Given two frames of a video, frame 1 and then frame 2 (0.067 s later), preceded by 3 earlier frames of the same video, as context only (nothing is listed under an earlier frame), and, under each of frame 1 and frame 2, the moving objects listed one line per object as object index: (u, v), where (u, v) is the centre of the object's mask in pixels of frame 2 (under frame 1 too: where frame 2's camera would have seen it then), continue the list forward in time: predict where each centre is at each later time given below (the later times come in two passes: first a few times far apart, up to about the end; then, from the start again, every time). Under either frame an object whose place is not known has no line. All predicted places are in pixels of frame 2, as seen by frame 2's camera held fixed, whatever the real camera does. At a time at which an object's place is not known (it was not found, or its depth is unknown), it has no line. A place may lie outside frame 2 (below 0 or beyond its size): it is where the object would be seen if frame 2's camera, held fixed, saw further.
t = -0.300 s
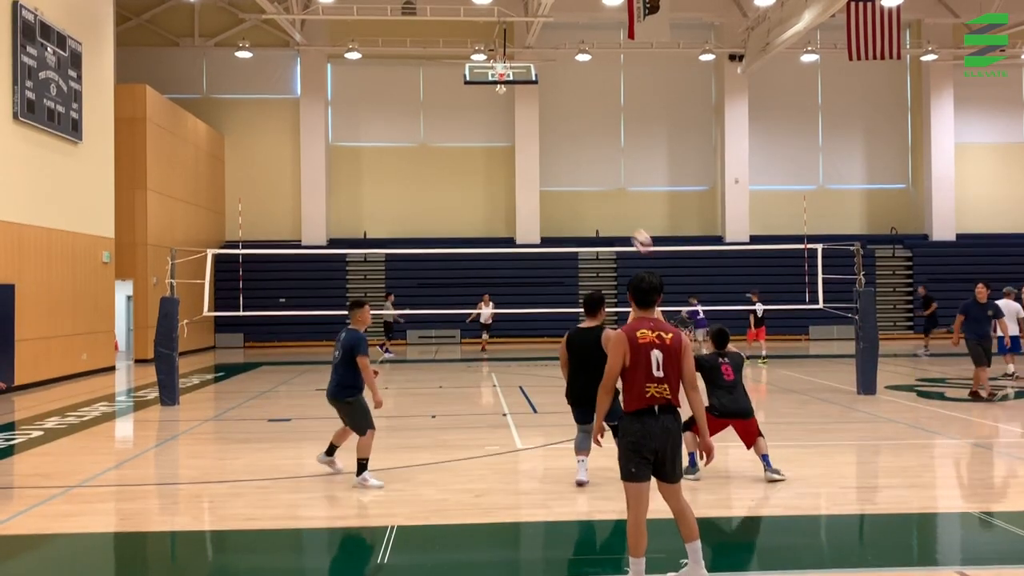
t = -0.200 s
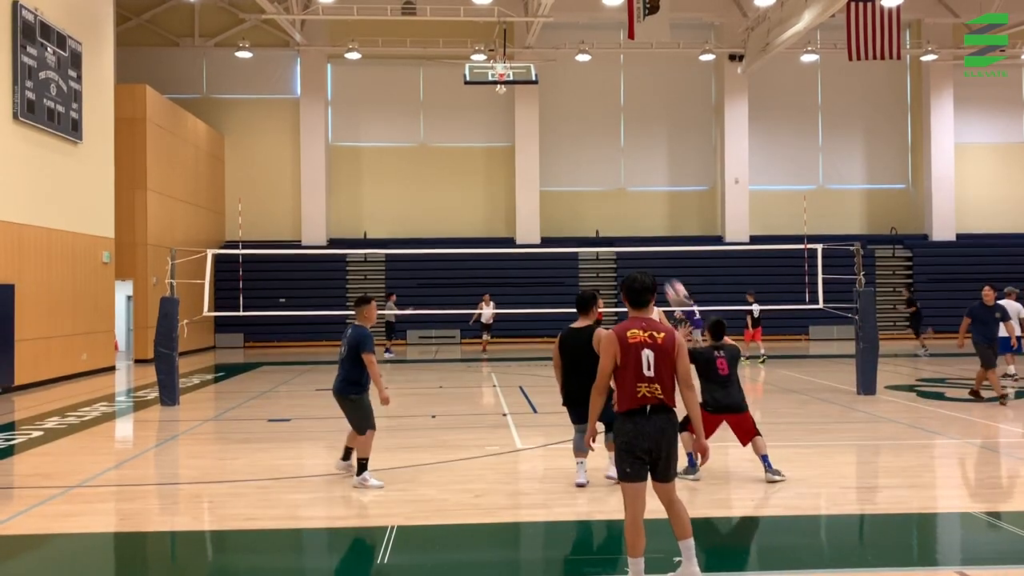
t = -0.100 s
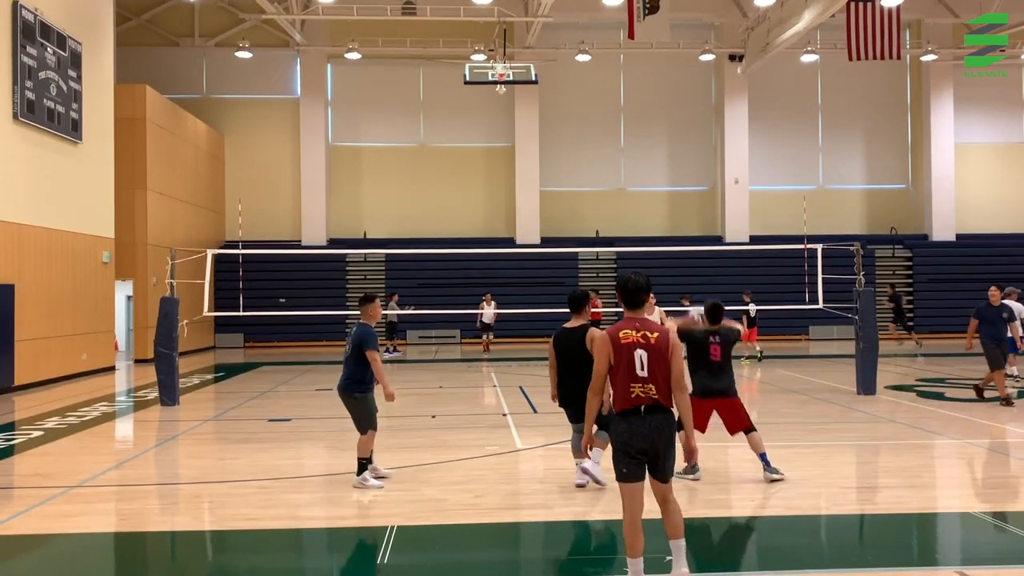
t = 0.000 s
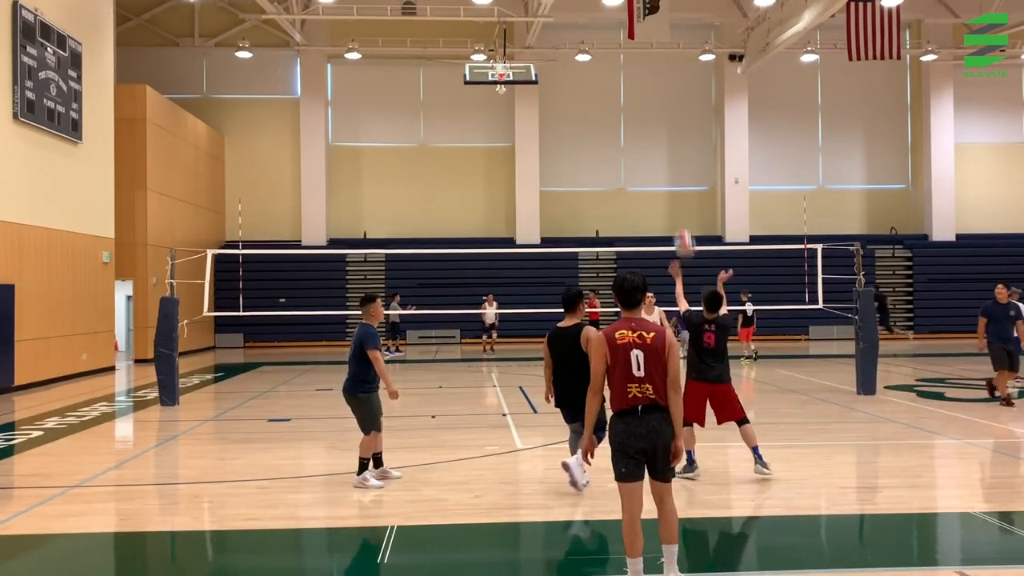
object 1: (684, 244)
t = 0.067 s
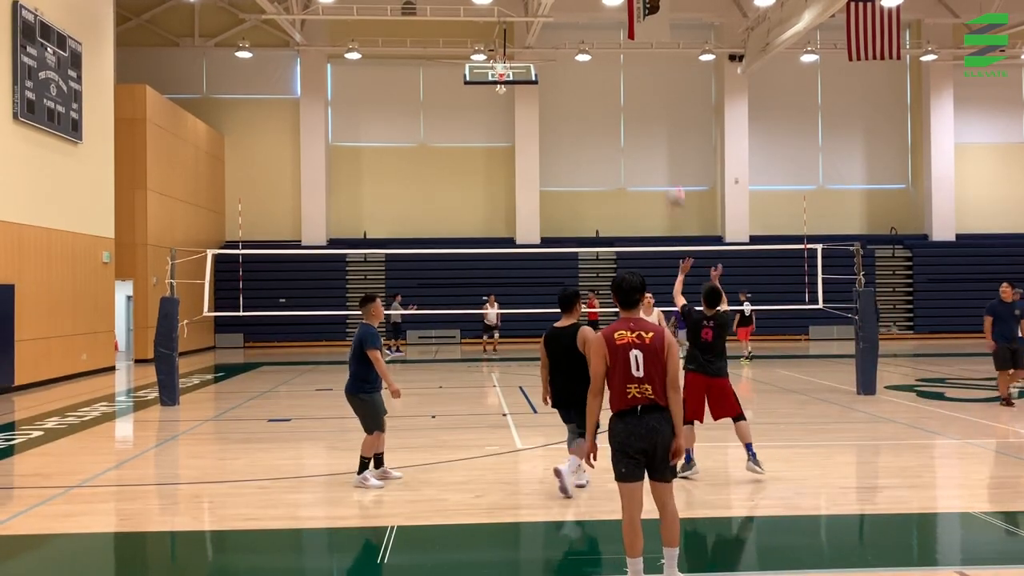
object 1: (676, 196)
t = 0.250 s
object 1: (656, 108)
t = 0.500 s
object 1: (632, 50)
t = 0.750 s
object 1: (613, 51)
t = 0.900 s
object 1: (602, 75)
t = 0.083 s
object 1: (674, 187)
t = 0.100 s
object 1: (672, 176)
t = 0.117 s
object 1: (670, 168)
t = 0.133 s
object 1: (668, 159)
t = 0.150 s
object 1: (666, 150)
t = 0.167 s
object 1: (664, 141)
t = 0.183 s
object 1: (662, 134)
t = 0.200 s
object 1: (660, 126)
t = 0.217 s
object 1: (659, 120)
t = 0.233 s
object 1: (657, 114)
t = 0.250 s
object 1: (656, 108)
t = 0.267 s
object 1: (654, 101)
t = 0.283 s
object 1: (652, 95)
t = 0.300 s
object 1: (650, 90)
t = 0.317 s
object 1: (649, 85)
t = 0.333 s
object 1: (647, 80)
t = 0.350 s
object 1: (646, 75)
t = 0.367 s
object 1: (644, 71)
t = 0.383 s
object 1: (642, 68)
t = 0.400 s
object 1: (641, 65)
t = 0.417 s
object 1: (639, 61)
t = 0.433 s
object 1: (637, 58)
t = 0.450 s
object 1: (636, 56)
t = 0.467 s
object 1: (635, 53)
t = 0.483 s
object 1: (633, 52)
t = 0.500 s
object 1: (632, 50)
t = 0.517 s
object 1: (630, 49)
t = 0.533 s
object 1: (629, 48)
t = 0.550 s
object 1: (627, 46)
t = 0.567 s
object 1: (626, 46)
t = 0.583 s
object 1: (625, 45)
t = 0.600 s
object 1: (624, 45)
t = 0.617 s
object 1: (622, 45)
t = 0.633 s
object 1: (621, 45)
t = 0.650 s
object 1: (619, 45)
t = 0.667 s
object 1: (618, 46)
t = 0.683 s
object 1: (617, 46)
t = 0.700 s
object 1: (616, 47)
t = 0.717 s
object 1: (615, 48)
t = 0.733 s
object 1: (614, 49)
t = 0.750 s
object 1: (613, 51)
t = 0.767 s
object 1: (611, 54)
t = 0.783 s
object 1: (610, 56)
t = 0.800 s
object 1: (609, 58)
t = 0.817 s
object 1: (608, 60)
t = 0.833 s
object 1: (606, 63)
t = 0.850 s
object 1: (605, 66)
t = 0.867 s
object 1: (604, 69)
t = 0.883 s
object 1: (603, 71)
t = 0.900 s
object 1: (602, 75)
